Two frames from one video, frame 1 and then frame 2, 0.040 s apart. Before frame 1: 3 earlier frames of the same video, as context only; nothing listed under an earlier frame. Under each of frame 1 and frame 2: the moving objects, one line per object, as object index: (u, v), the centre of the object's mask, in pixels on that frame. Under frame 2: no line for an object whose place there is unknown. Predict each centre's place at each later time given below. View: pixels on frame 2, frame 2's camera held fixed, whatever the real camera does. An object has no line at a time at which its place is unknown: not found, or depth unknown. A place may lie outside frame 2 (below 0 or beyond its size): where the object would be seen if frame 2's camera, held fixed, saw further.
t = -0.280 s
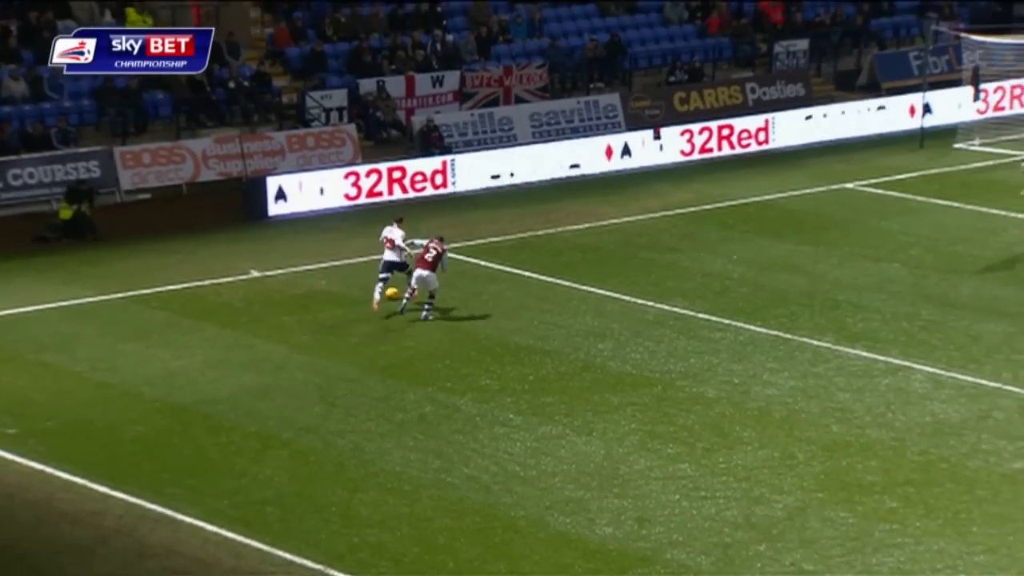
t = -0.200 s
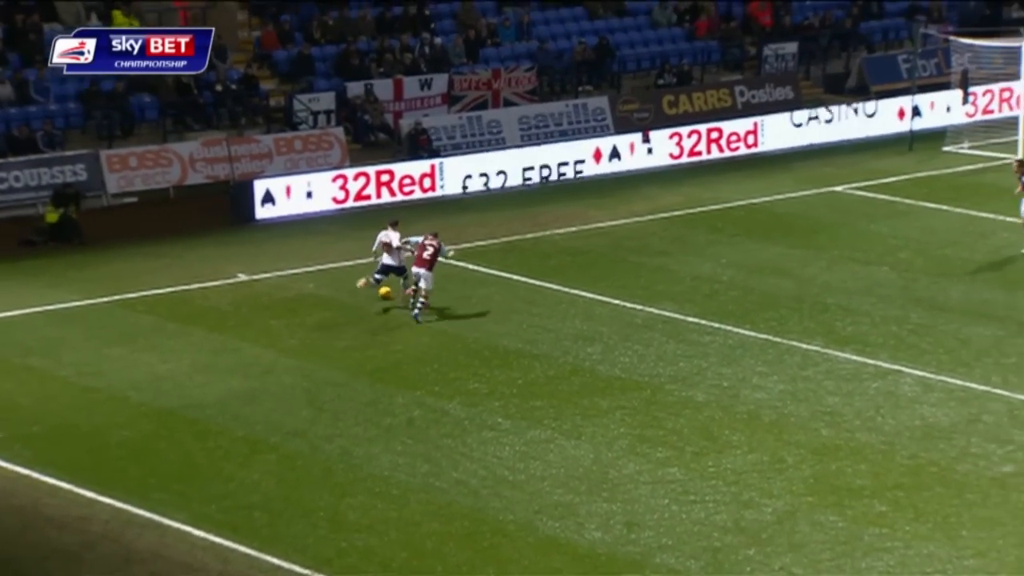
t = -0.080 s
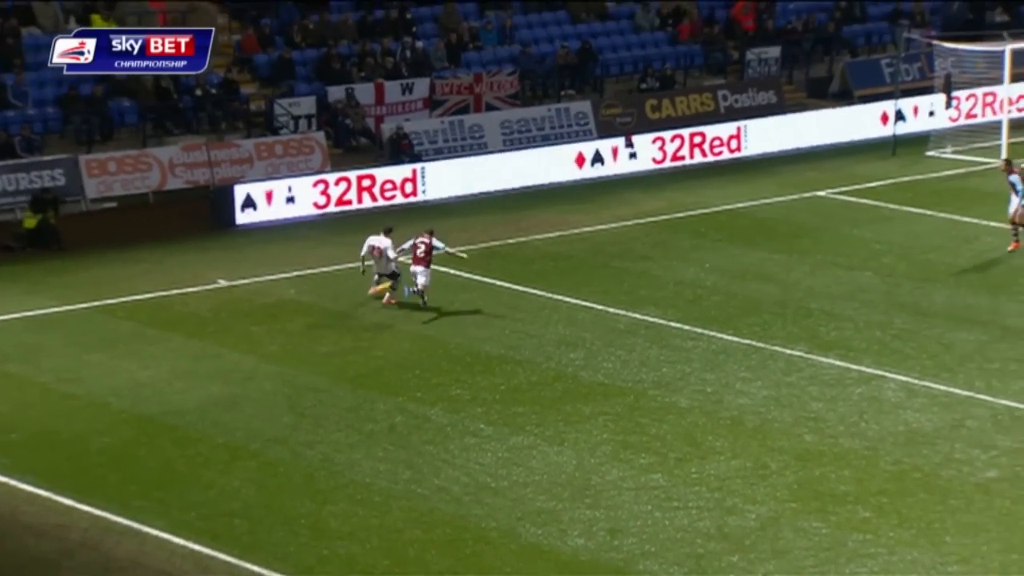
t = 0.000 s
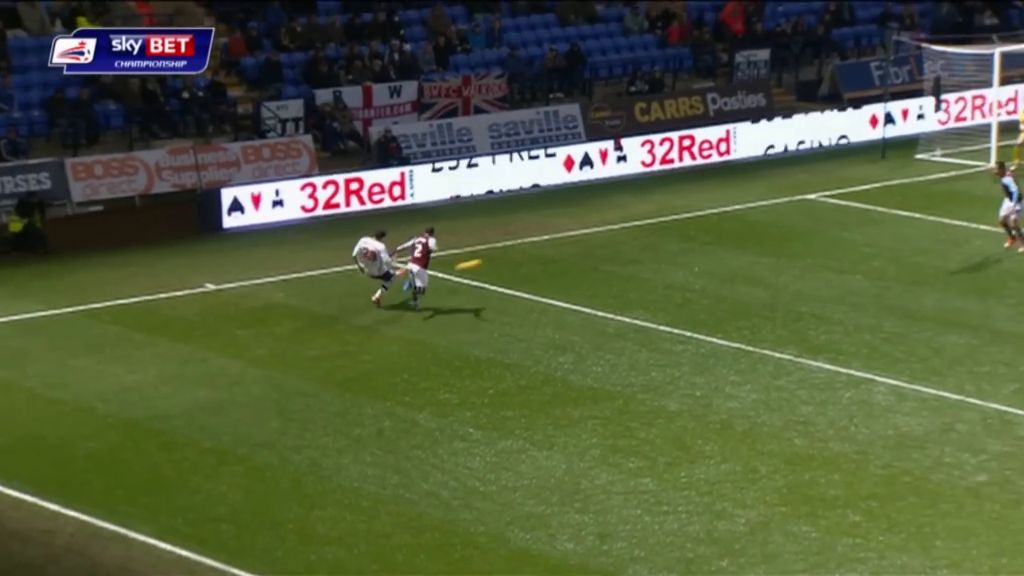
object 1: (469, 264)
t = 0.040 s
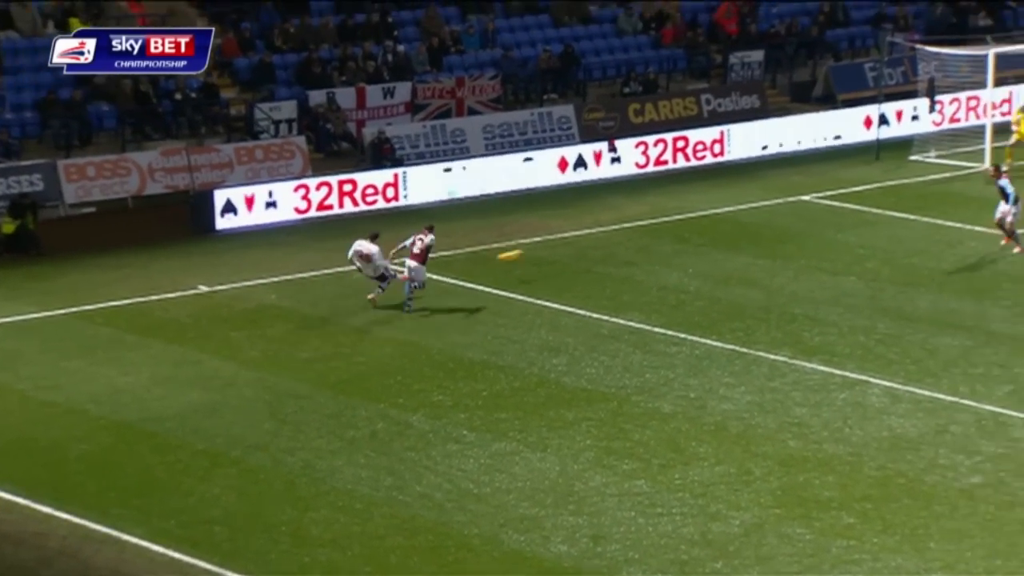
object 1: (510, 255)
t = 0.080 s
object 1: (555, 245)
